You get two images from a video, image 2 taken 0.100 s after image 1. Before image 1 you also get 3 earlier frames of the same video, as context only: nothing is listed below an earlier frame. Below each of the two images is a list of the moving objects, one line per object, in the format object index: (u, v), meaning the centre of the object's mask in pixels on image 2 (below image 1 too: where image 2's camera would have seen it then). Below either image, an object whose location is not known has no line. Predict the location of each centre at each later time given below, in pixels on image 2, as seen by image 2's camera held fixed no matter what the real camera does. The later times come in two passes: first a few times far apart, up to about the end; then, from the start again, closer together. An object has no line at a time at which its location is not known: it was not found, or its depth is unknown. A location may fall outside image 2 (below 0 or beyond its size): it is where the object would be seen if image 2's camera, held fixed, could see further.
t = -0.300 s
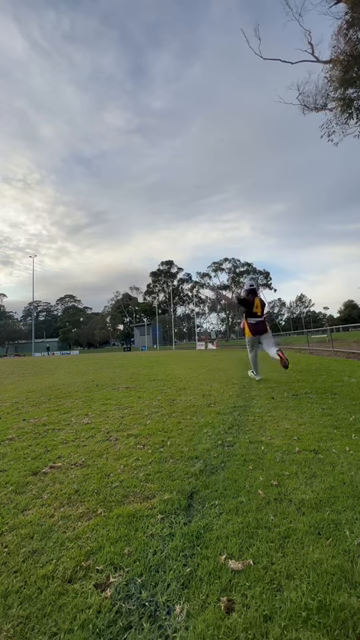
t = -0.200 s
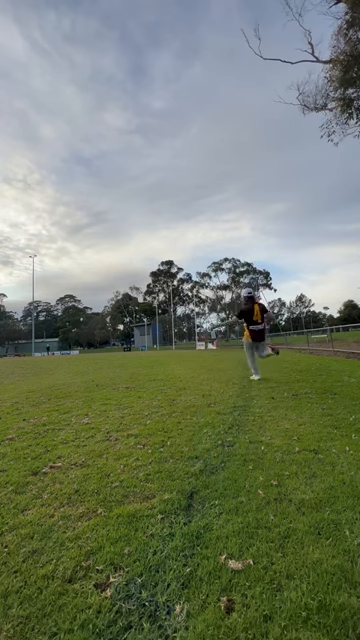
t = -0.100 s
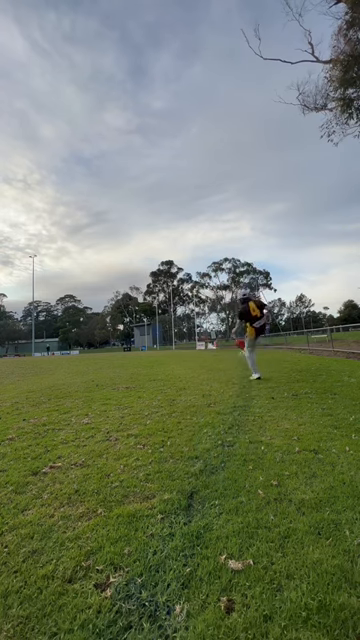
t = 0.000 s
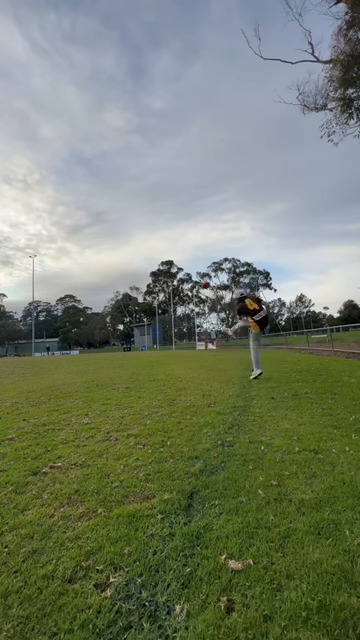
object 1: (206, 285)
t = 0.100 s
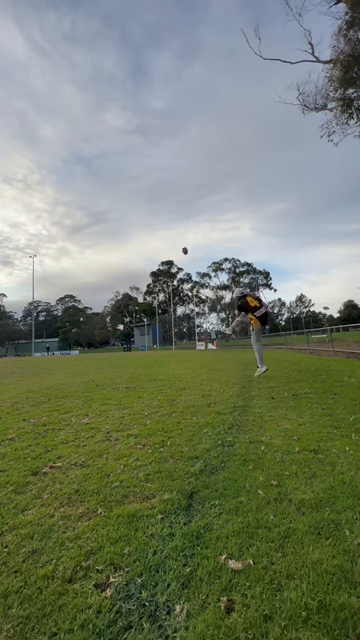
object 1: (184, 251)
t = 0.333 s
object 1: (159, 214)
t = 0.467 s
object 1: (153, 205)
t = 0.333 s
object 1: (159, 214)
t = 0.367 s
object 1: (158, 210)
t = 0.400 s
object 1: (156, 208)
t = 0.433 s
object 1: (154, 207)
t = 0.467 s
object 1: (153, 205)
